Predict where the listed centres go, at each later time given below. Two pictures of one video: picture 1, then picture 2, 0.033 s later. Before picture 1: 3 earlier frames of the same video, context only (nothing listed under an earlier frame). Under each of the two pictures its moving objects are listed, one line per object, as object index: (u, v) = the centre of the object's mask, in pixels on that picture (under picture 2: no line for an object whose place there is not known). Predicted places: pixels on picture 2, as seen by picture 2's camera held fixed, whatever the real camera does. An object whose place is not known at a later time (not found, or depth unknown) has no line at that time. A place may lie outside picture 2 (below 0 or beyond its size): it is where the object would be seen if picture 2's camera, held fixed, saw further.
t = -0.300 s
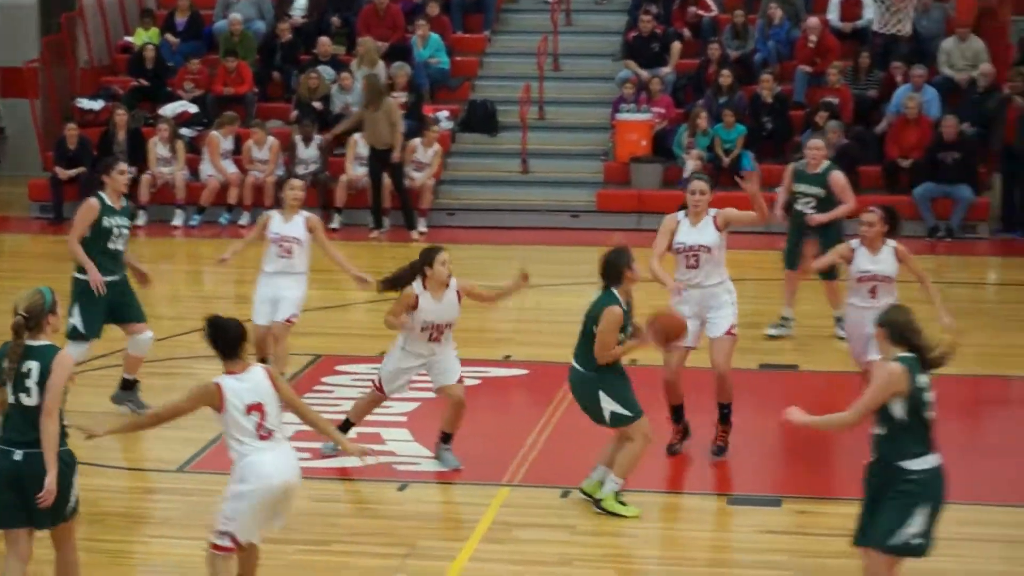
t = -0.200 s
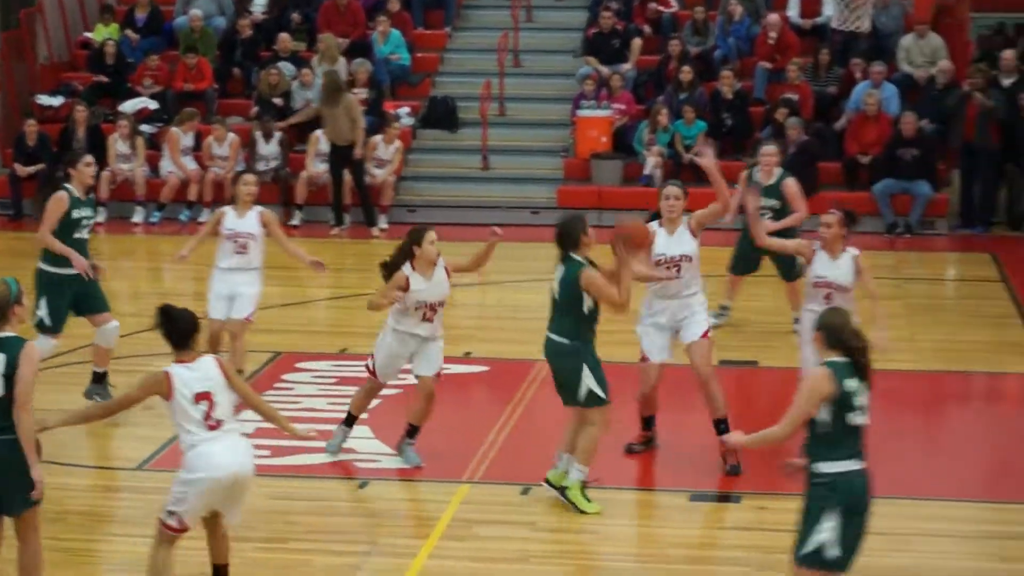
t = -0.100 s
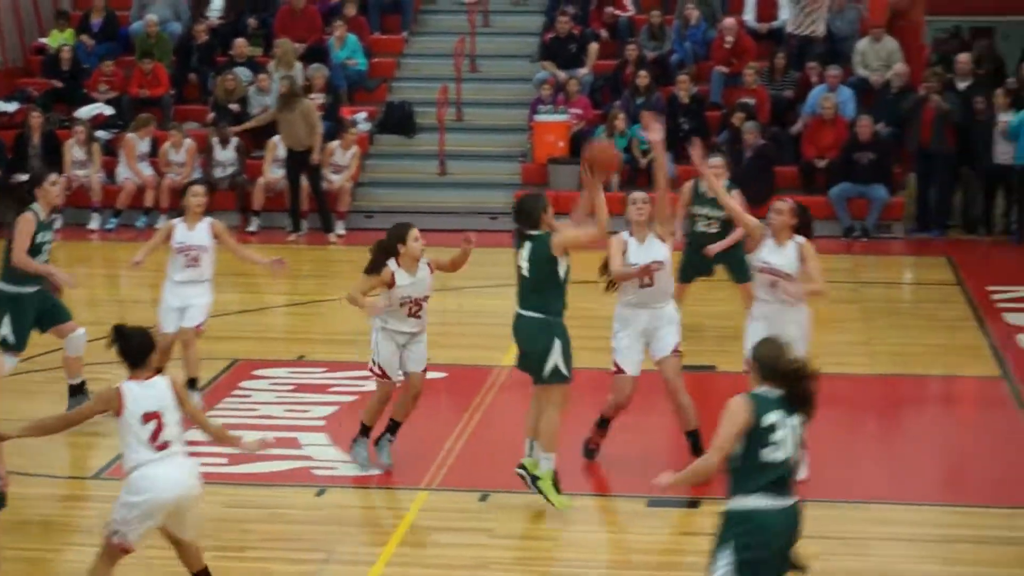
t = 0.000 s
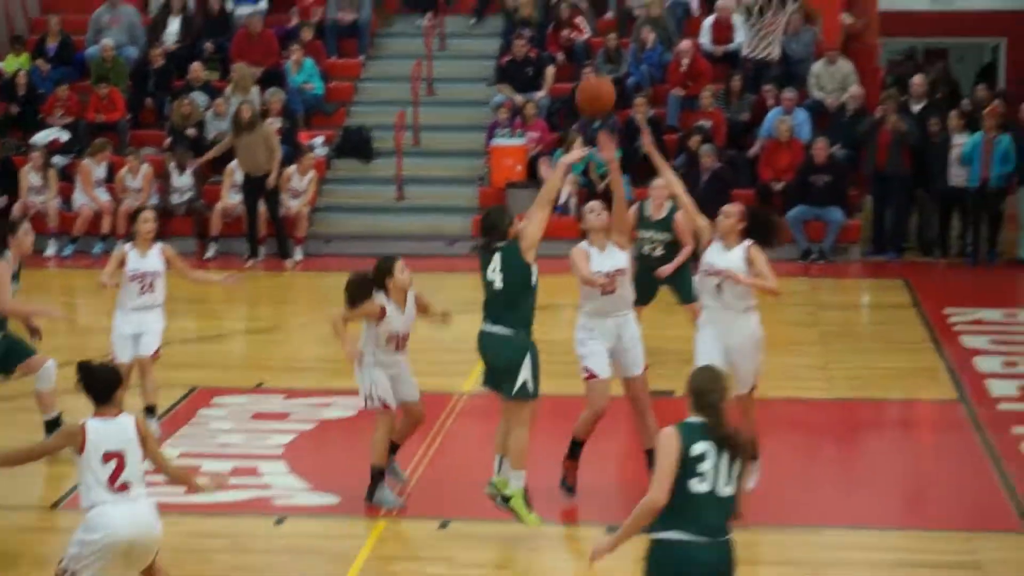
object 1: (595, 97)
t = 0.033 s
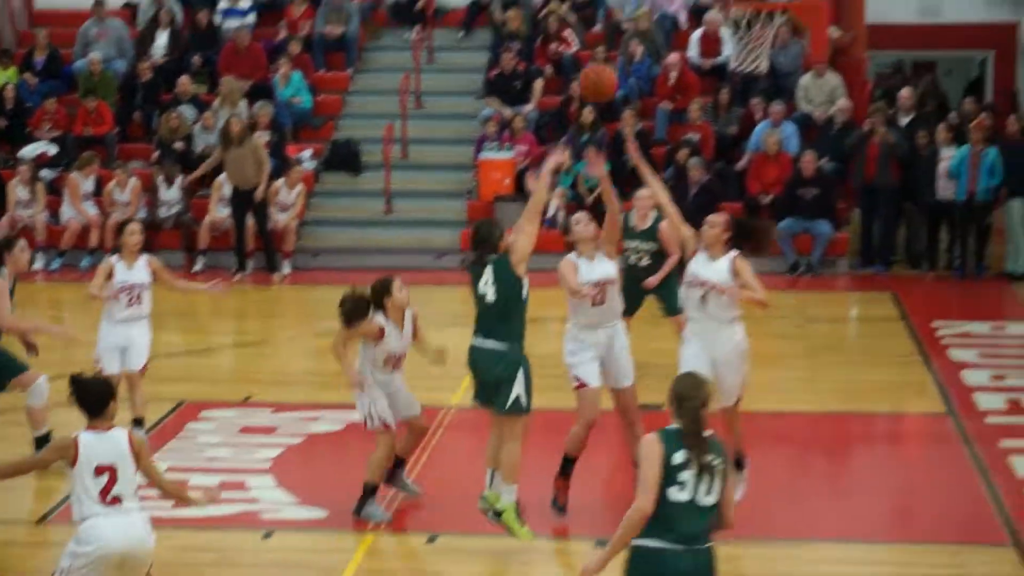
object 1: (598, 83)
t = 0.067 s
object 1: (612, 59)
